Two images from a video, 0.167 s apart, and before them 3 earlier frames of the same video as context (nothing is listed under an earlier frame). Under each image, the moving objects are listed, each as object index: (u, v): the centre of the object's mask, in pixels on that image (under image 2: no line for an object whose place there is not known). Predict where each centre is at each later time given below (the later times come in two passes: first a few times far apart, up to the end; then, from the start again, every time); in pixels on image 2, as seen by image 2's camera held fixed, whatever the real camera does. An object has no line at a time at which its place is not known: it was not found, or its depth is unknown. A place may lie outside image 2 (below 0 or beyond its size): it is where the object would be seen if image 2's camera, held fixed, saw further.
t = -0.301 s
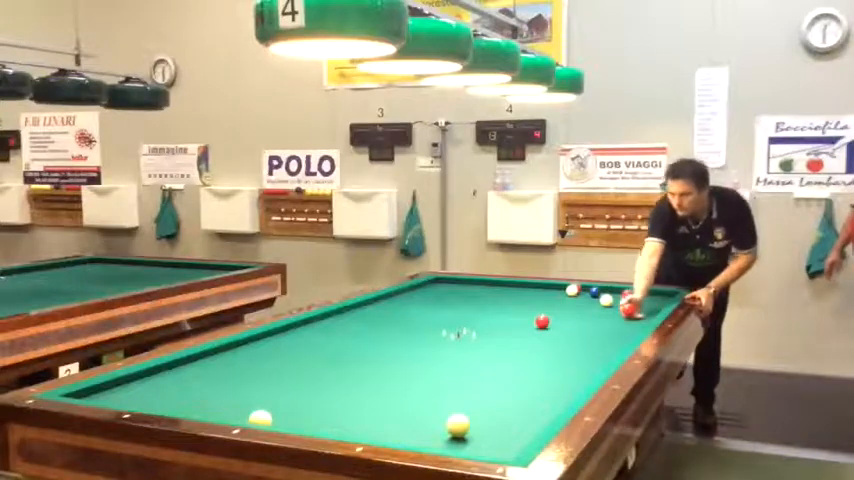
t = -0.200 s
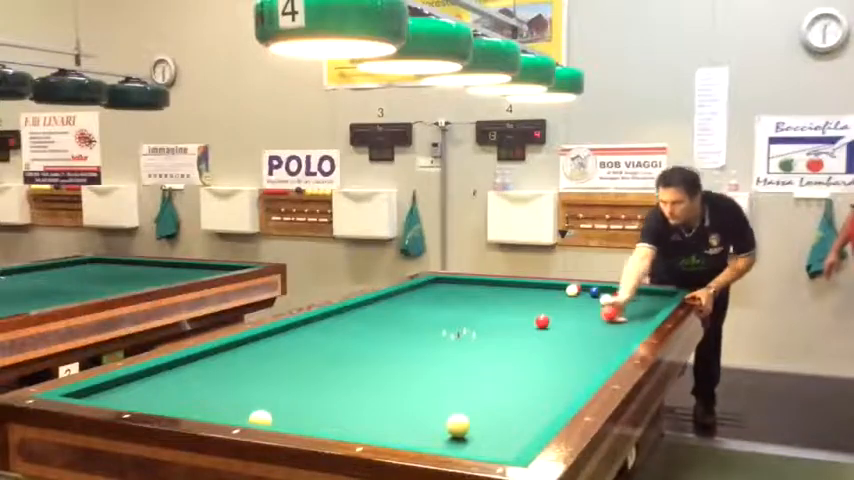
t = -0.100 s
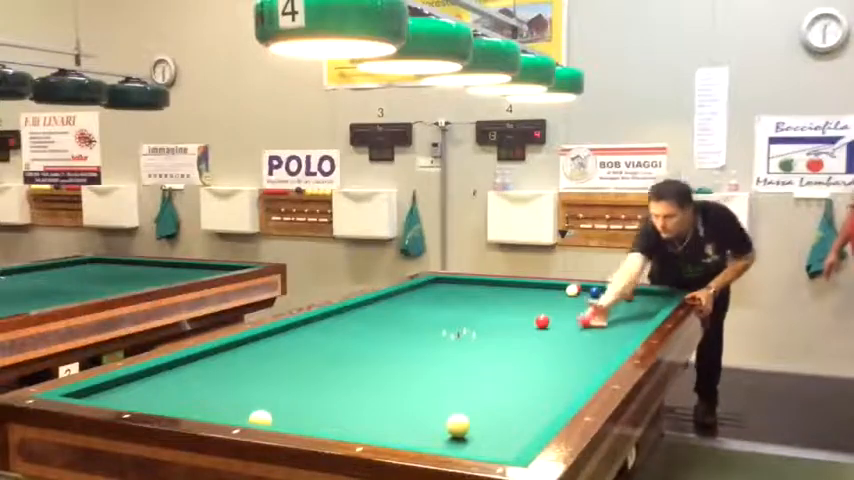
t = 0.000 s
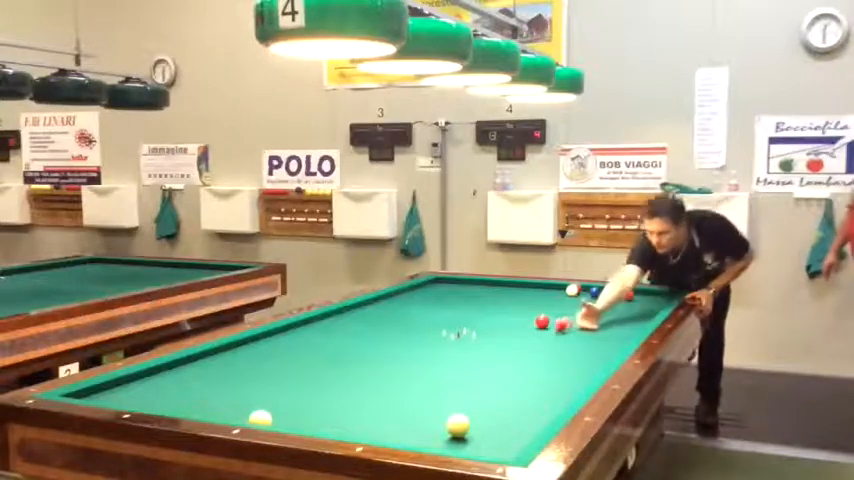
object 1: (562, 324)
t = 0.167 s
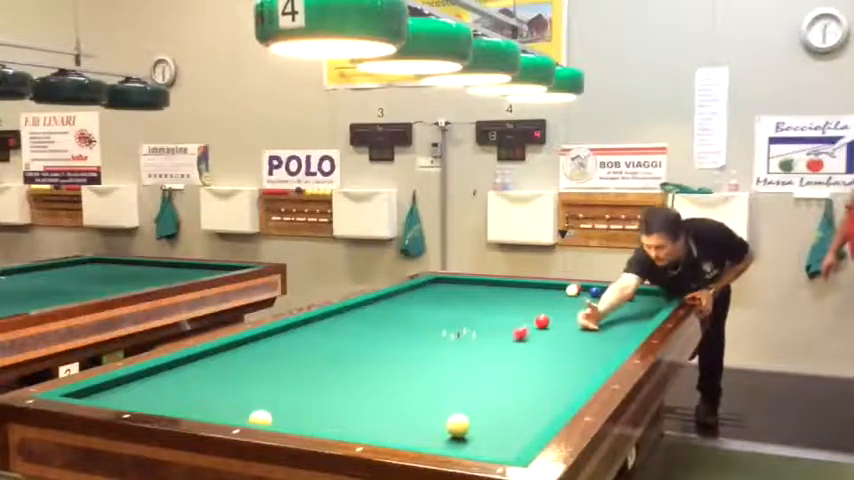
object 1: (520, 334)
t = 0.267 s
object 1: (497, 338)
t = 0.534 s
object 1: (428, 350)
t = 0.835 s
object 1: (341, 365)
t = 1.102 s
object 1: (249, 382)
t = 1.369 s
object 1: (144, 400)
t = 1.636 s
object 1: (146, 387)
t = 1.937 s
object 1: (156, 371)
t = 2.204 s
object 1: (191, 363)
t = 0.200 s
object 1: (513, 335)
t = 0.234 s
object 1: (504, 336)
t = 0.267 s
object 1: (497, 338)
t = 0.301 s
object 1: (488, 339)
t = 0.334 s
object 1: (480, 340)
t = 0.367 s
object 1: (473, 341)
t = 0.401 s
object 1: (463, 343)
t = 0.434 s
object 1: (454, 346)
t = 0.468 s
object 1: (446, 347)
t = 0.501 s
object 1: (437, 349)
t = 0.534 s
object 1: (428, 350)
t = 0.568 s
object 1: (419, 351)
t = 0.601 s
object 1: (410, 353)
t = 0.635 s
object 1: (400, 355)
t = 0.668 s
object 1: (391, 357)
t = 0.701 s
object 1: (381, 358)
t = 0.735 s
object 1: (371, 360)
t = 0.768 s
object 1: (361, 362)
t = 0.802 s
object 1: (351, 363)
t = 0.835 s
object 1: (341, 365)
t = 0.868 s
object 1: (330, 368)
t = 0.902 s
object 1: (319, 369)
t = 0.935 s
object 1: (309, 371)
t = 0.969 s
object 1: (297, 373)
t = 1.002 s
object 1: (286, 376)
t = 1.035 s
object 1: (274, 378)
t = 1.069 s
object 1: (262, 380)
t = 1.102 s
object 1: (249, 382)
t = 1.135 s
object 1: (238, 384)
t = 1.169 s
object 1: (225, 387)
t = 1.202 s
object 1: (212, 390)
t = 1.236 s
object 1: (199, 392)
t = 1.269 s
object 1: (186, 394)
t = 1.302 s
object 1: (172, 397)
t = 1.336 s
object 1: (158, 399)
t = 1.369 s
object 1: (144, 400)
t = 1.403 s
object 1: (131, 400)
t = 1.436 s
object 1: (126, 400)
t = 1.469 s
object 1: (131, 398)
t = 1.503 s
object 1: (134, 397)
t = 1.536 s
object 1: (137, 395)
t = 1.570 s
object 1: (140, 392)
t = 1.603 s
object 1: (143, 390)
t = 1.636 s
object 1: (146, 387)
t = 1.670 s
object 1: (148, 385)
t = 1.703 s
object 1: (149, 383)
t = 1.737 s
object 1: (151, 381)
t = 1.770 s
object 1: (152, 379)
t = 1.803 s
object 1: (152, 377)
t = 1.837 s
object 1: (153, 376)
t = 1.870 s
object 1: (154, 375)
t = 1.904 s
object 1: (154, 373)
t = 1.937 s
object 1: (156, 371)
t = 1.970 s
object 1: (159, 370)
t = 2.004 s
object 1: (164, 369)
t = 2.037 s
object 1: (170, 367)
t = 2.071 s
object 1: (174, 366)
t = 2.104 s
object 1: (178, 366)
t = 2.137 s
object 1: (183, 364)
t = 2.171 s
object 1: (188, 364)
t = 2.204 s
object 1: (191, 363)
